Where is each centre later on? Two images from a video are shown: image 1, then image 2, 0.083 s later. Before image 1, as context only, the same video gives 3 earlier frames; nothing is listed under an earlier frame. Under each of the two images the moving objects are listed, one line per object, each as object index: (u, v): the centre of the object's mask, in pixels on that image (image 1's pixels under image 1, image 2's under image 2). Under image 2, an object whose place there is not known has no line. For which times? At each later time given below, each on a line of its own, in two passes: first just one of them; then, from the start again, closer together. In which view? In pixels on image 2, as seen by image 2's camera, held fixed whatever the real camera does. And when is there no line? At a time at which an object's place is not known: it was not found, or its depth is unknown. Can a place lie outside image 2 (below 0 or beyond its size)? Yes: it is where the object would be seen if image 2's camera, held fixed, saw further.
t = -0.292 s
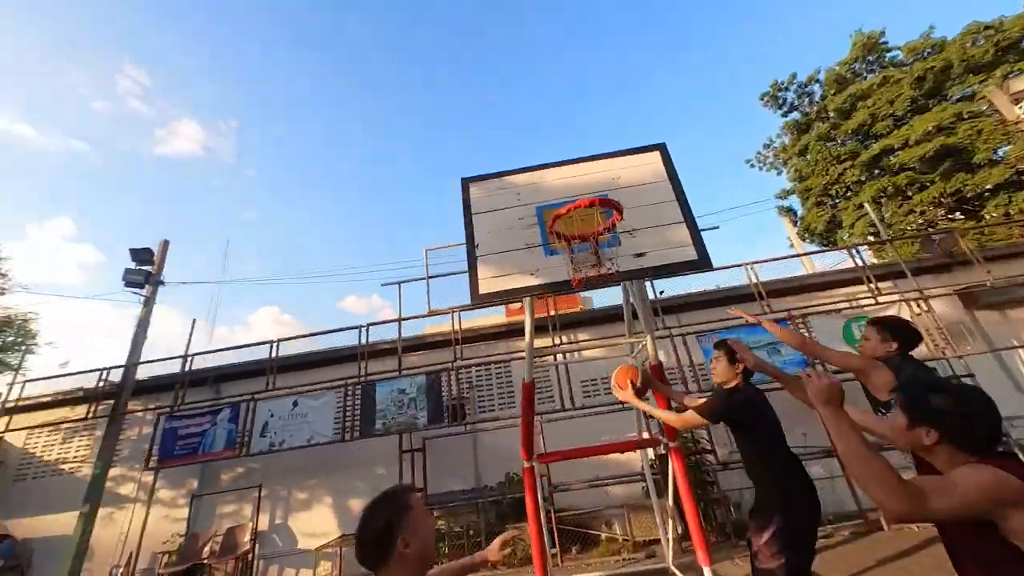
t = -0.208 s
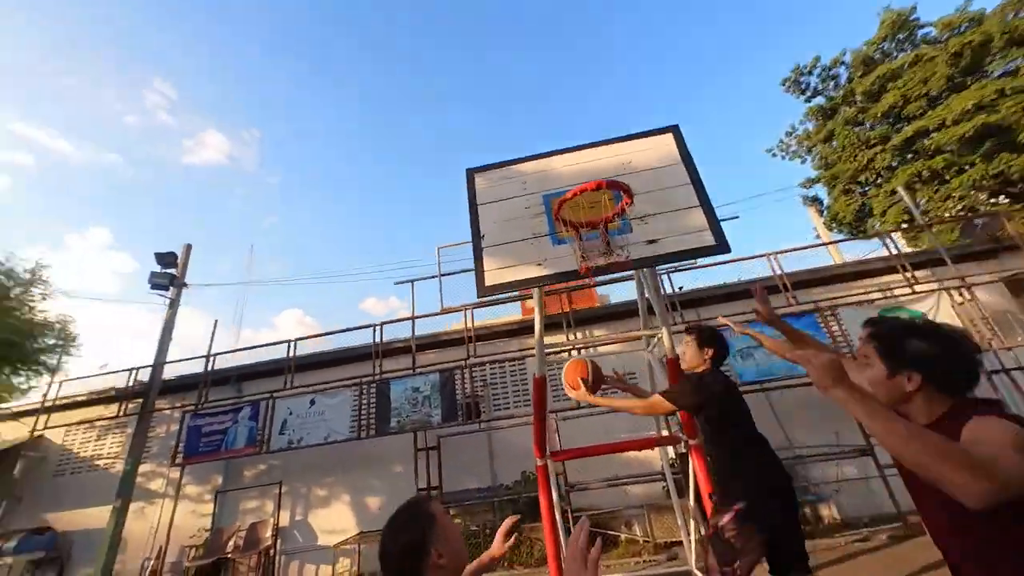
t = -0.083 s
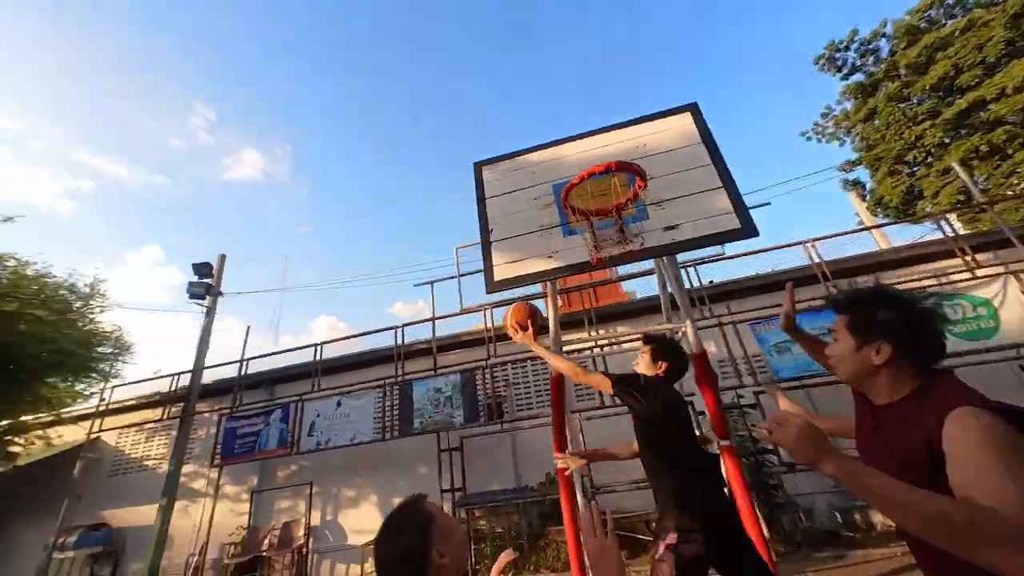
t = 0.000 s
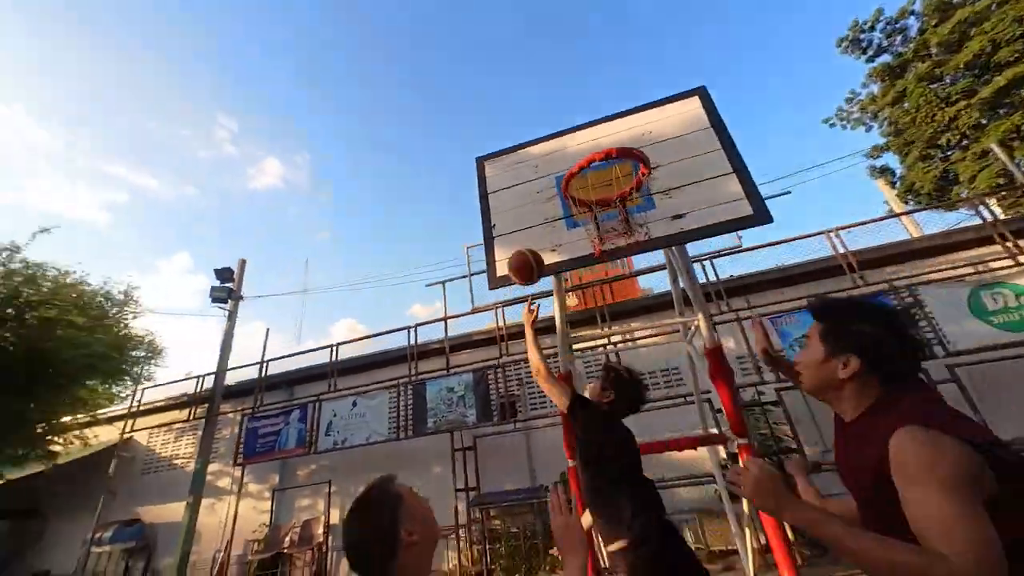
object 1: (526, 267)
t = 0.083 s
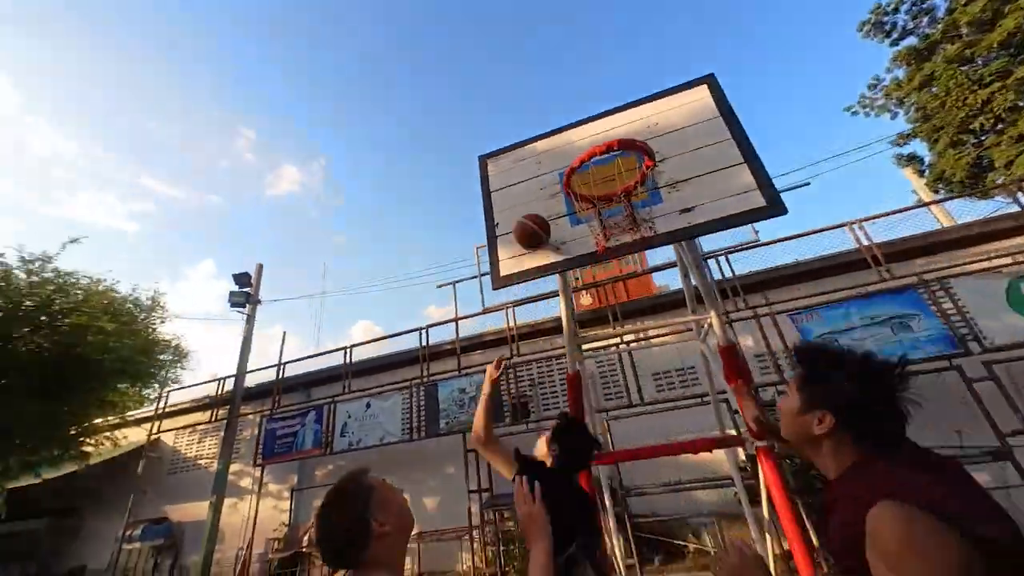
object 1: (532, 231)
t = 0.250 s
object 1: (538, 191)
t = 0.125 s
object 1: (533, 220)
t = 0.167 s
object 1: (534, 208)
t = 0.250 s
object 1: (538, 191)
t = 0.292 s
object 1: (539, 185)
